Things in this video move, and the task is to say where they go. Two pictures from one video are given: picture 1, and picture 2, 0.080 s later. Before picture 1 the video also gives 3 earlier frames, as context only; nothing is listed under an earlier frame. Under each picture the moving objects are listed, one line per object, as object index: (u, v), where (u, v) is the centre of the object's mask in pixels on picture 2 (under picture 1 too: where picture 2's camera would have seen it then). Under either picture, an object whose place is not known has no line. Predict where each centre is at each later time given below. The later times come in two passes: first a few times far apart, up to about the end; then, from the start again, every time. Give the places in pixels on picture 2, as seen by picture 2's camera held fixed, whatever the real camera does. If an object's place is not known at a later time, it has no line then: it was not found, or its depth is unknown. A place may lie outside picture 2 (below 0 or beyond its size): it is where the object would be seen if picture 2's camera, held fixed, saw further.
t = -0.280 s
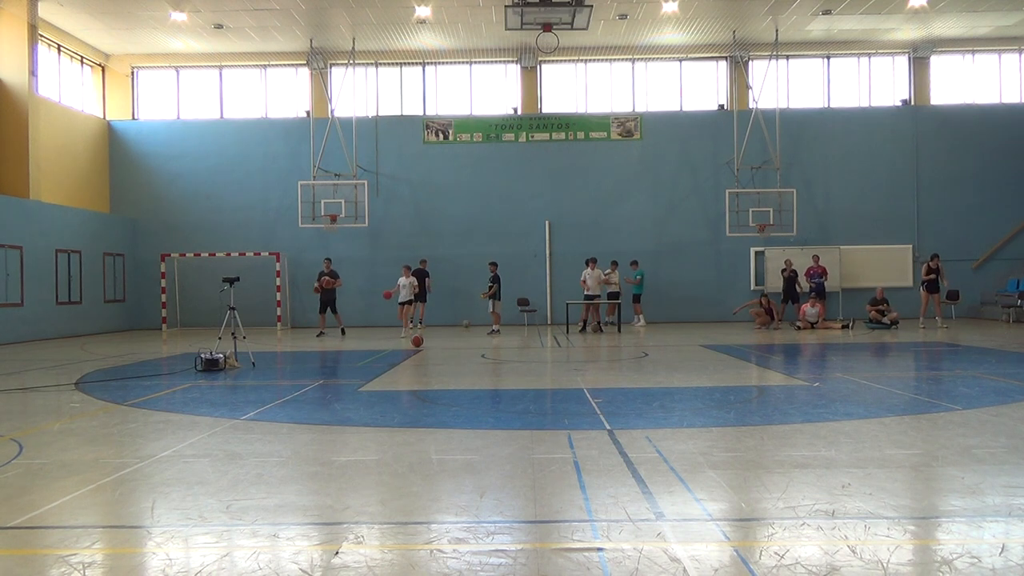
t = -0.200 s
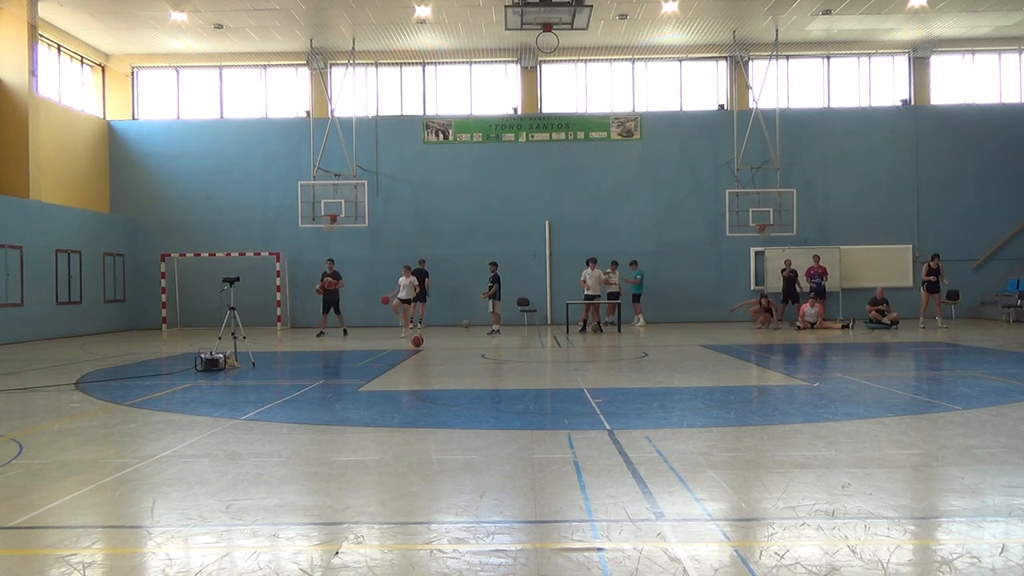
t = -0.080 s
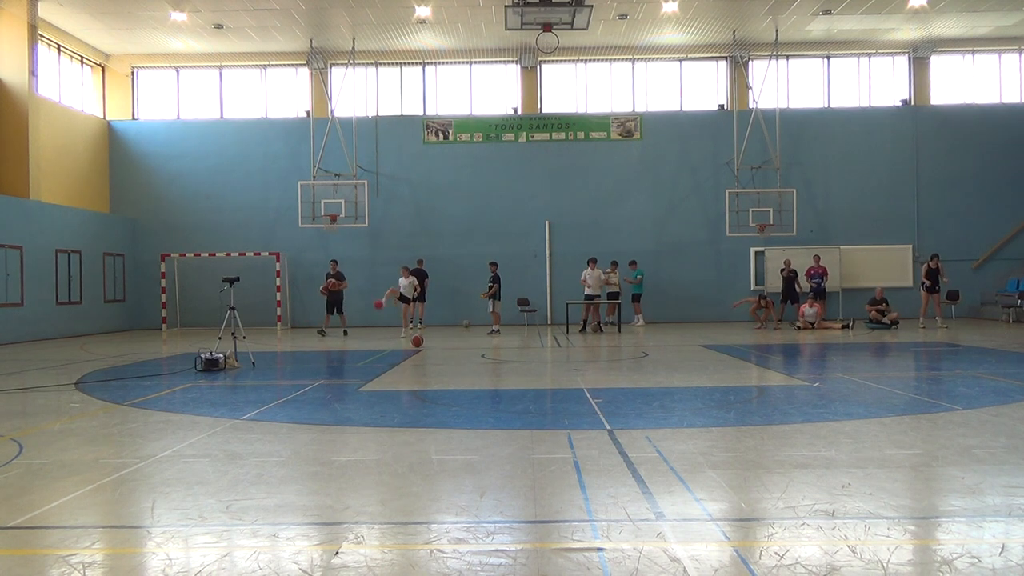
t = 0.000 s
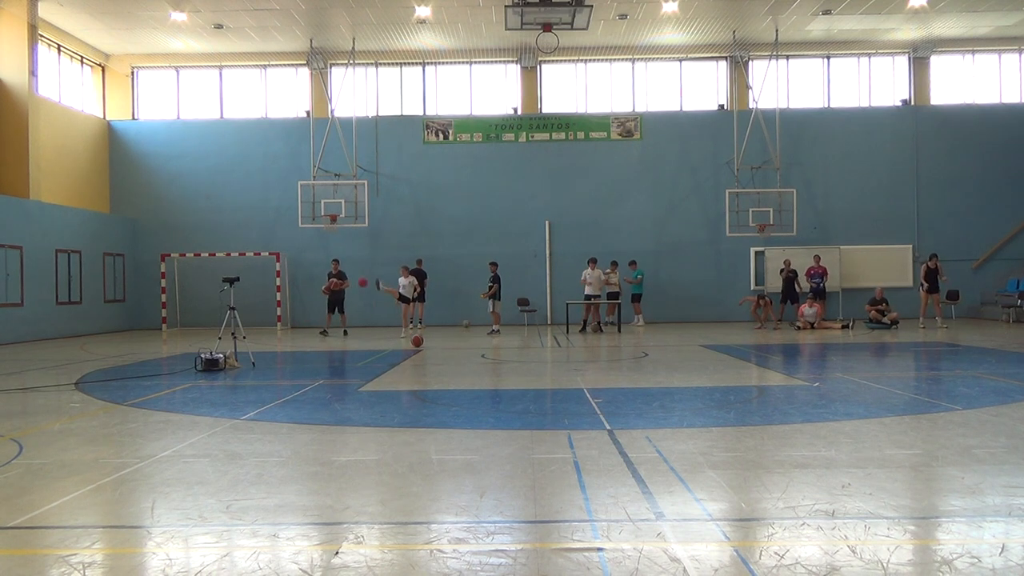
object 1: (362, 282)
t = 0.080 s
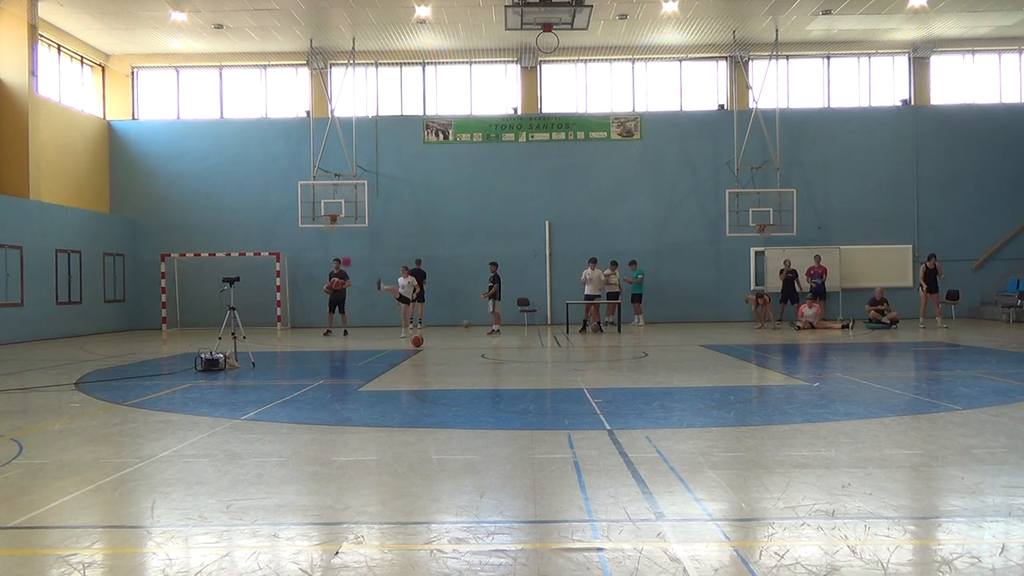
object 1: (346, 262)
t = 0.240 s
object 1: (309, 228)
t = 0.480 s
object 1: (244, 200)
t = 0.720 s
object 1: (161, 210)
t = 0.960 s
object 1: (57, 275)
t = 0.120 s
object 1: (337, 252)
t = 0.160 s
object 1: (328, 243)
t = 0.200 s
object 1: (319, 235)
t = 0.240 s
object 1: (309, 228)
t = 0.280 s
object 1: (299, 221)
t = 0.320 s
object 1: (289, 215)
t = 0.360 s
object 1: (279, 209)
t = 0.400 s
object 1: (268, 206)
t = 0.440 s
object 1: (256, 203)
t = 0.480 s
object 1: (244, 200)
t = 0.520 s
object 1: (232, 199)
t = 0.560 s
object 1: (218, 199)
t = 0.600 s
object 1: (205, 199)
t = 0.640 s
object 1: (191, 201)
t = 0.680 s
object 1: (177, 205)
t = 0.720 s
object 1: (161, 210)
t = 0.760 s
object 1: (146, 216)
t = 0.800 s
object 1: (130, 224)
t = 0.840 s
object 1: (112, 234)
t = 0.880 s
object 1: (94, 246)
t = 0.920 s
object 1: (76, 259)
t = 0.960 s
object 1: (57, 275)
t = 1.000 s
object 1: (36, 293)
